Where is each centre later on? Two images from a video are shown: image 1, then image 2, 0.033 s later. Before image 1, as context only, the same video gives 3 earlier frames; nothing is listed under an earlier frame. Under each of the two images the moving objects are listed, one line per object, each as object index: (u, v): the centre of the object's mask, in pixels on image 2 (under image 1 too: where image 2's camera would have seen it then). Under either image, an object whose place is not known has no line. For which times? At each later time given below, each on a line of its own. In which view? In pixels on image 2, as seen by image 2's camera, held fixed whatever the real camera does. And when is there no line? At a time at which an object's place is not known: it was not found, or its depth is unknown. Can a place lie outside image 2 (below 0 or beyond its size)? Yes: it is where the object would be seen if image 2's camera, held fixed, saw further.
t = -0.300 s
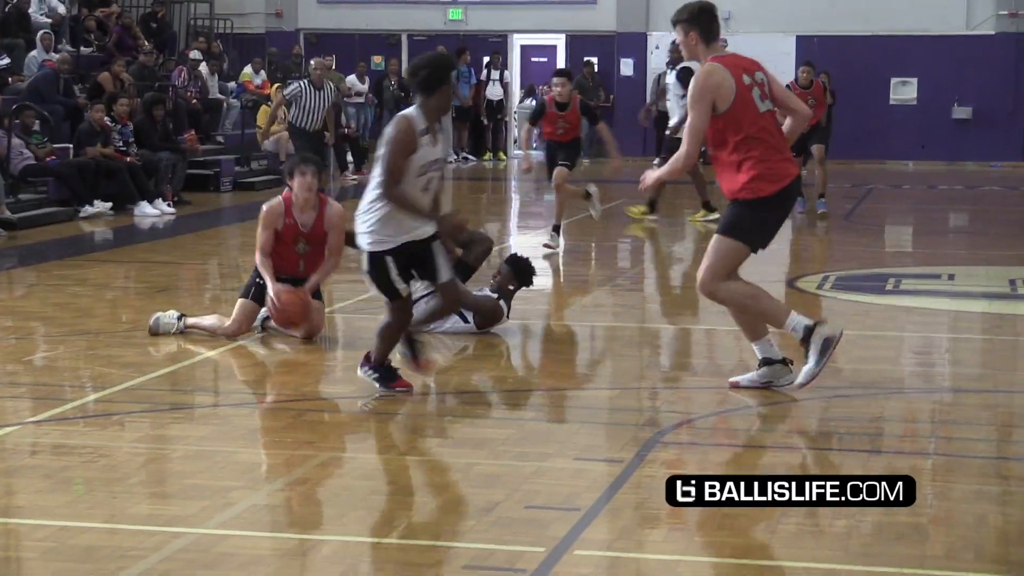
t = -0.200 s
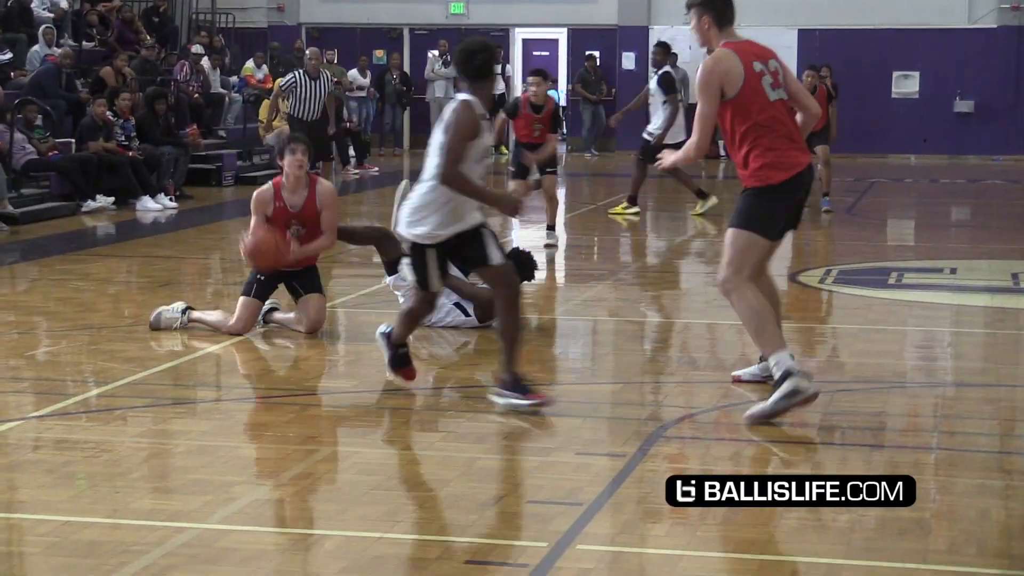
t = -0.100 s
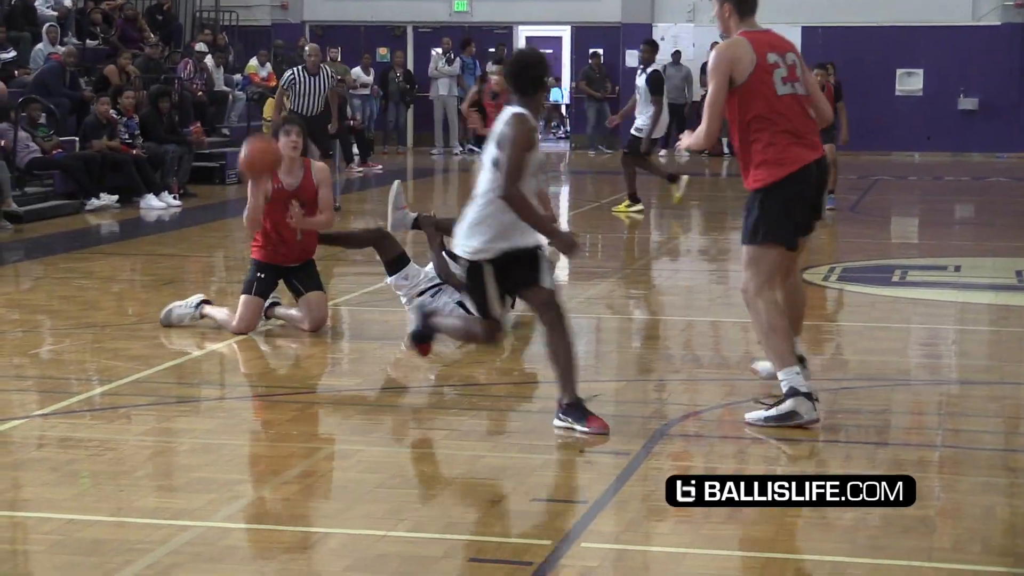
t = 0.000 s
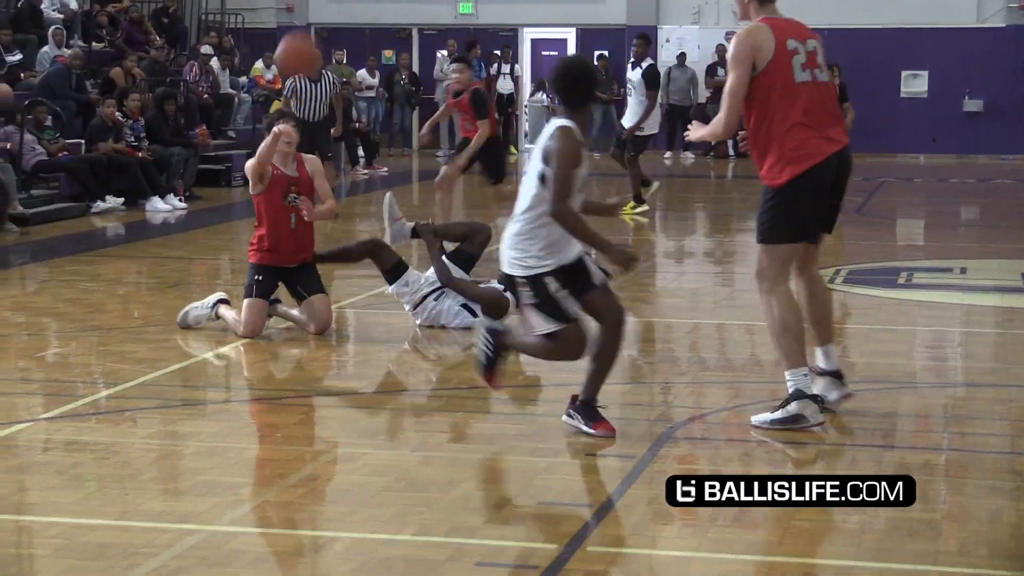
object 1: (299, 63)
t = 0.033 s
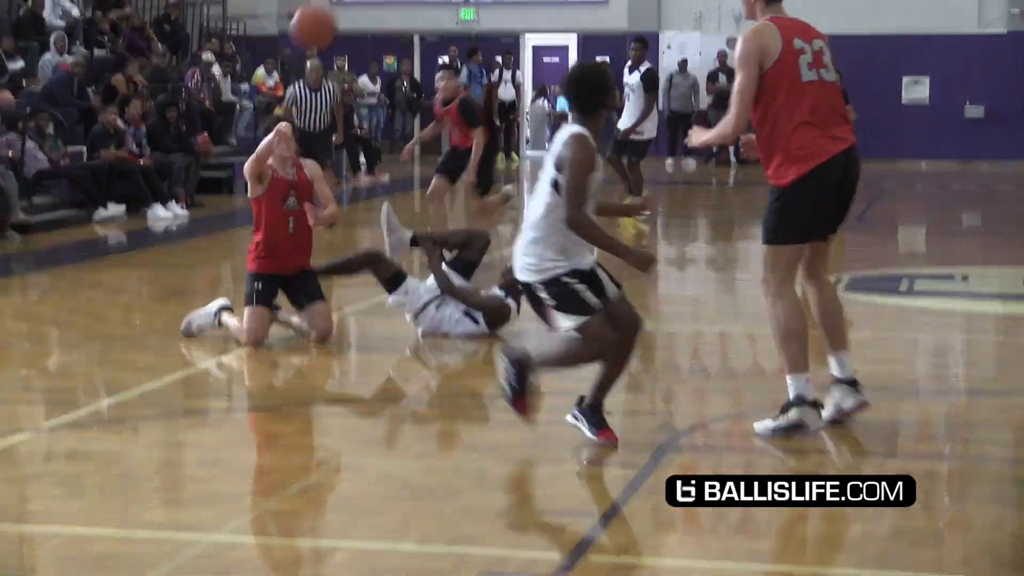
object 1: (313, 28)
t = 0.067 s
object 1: (329, -5)
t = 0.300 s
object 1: (449, -249)
